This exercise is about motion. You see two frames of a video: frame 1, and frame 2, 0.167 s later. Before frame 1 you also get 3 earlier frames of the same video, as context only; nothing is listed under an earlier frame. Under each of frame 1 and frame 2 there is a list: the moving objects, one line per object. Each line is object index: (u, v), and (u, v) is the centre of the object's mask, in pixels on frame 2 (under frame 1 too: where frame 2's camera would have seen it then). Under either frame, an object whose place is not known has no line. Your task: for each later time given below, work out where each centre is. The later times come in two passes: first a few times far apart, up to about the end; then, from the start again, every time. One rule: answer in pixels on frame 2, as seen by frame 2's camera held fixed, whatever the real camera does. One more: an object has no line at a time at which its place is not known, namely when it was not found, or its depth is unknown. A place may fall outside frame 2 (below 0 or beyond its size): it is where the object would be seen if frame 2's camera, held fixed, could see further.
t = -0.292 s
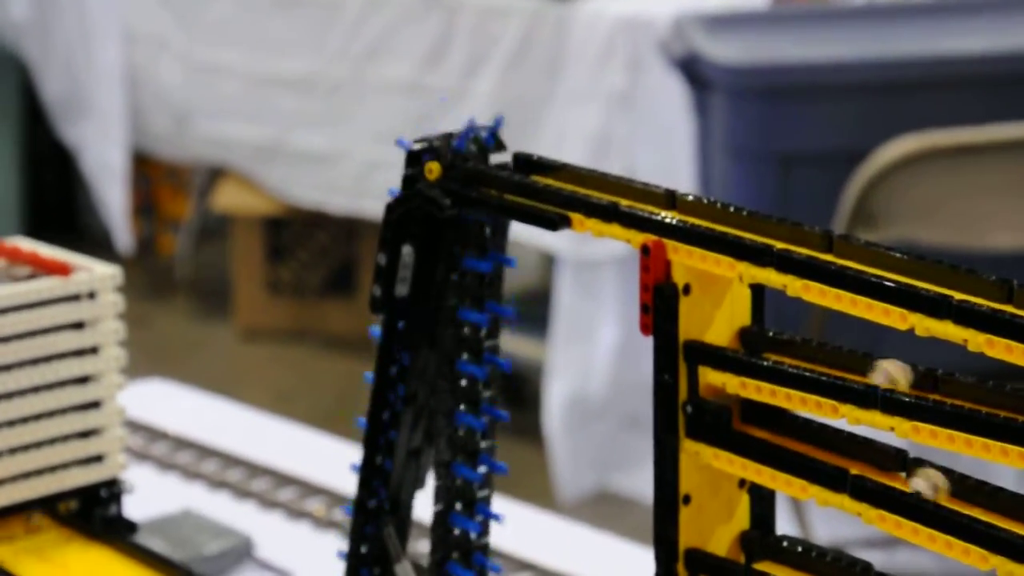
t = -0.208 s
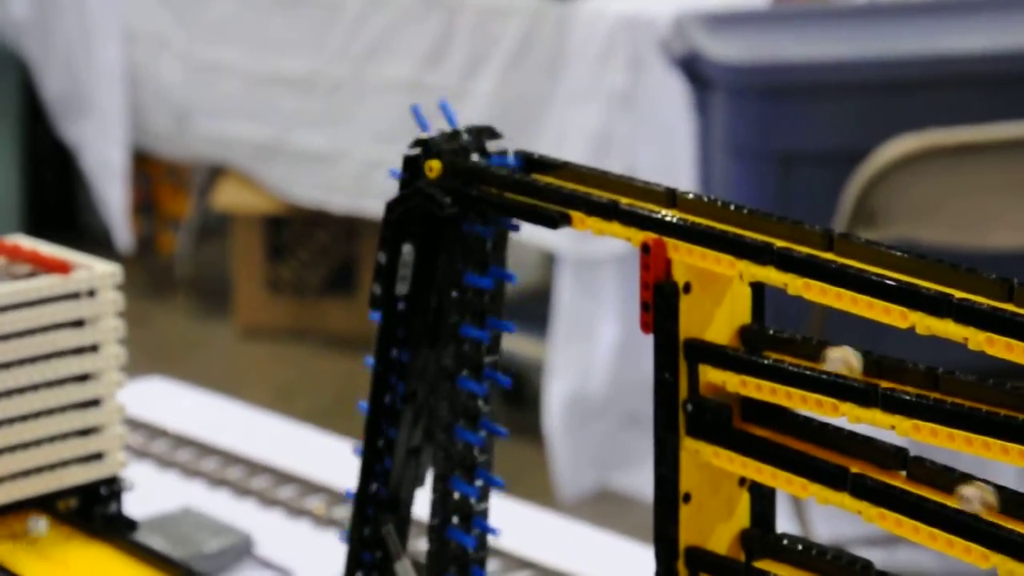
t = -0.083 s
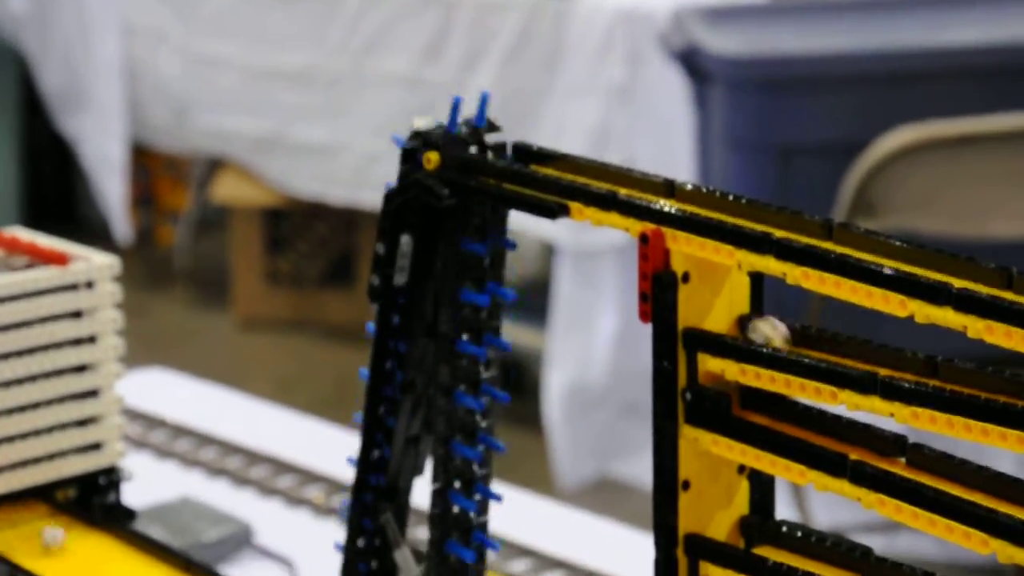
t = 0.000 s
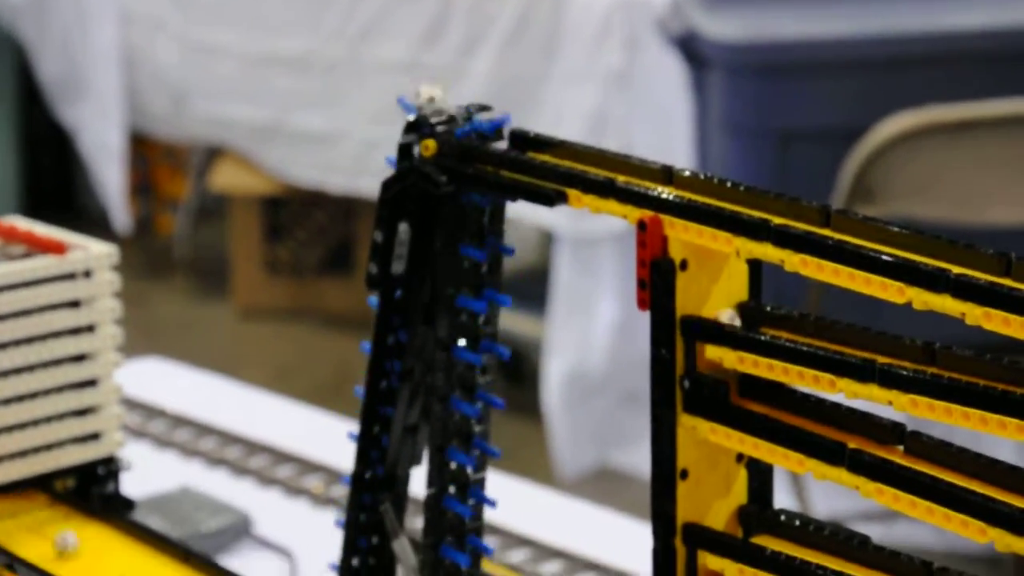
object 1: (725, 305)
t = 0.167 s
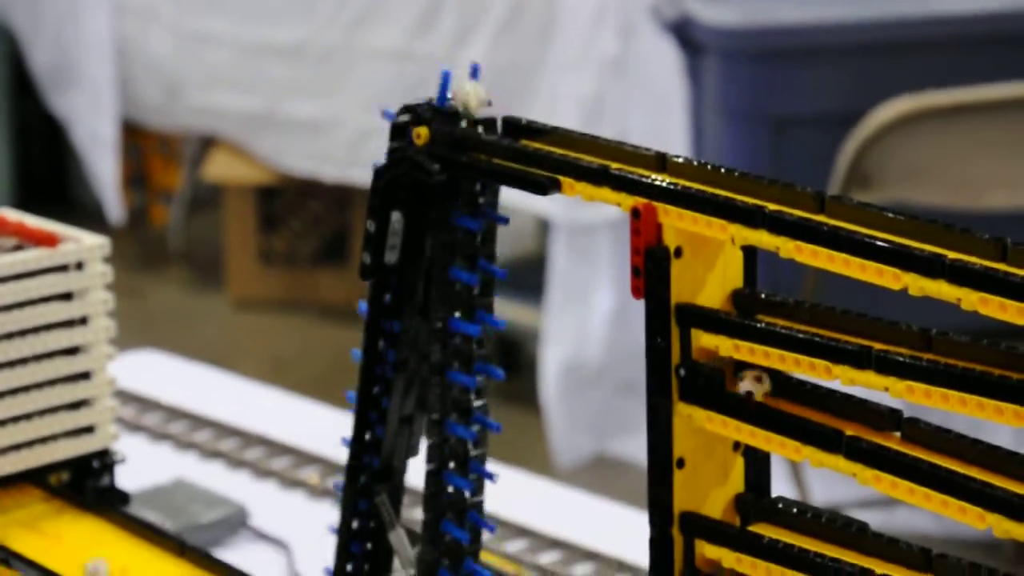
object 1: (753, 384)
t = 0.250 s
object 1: (777, 392)
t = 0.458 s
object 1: (849, 417)
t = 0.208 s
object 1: (765, 388)
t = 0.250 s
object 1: (777, 392)
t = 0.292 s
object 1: (790, 397)
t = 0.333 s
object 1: (805, 401)
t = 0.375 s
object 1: (818, 406)
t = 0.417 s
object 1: (833, 412)
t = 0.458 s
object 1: (849, 417)
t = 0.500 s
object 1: (865, 423)
